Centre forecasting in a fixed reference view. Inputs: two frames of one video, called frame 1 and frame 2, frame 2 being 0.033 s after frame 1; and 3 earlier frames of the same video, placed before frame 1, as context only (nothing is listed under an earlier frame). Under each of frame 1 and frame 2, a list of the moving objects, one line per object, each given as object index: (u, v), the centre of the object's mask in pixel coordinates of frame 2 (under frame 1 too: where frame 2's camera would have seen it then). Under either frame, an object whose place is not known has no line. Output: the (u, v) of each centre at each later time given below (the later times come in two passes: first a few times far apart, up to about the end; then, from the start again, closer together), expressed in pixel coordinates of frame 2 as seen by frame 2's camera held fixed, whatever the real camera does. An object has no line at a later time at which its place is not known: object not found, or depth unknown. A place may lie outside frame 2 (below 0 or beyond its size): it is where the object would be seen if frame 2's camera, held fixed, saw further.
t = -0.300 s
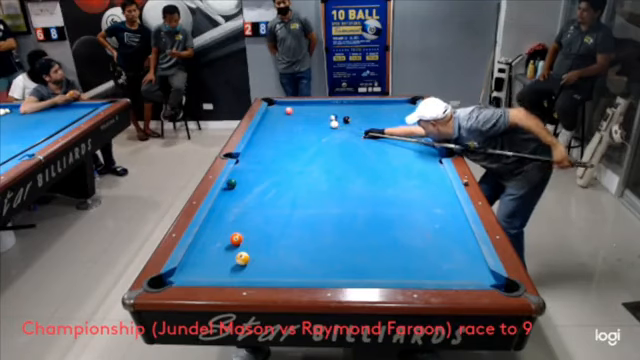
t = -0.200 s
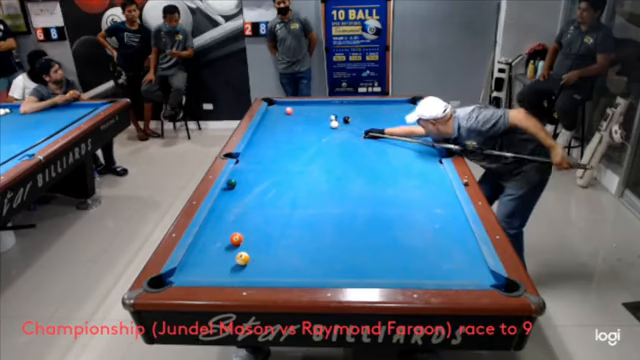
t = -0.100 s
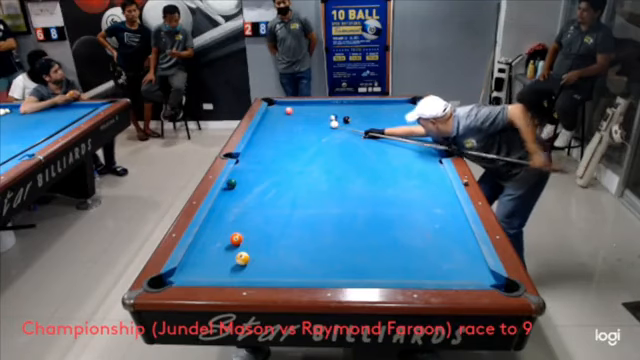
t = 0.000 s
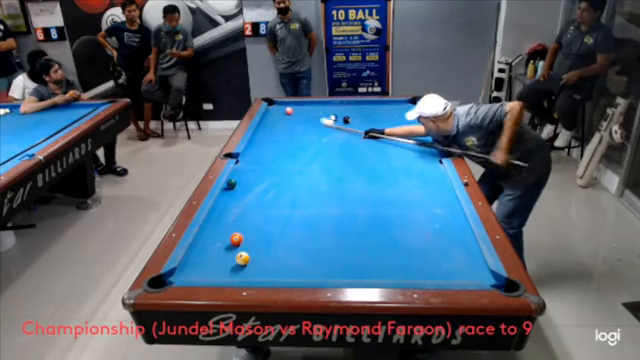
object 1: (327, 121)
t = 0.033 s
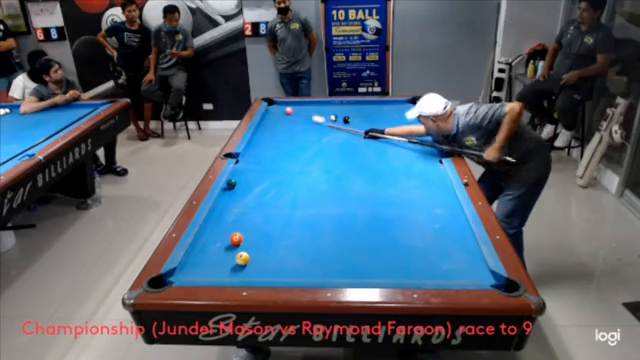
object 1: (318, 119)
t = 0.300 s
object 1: (287, 113)
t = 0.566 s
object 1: (281, 117)
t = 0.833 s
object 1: (275, 120)
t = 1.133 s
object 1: (269, 123)
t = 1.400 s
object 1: (264, 126)
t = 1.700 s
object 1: (259, 129)
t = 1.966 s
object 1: (257, 132)
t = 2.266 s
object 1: (258, 134)
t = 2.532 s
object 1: (259, 136)
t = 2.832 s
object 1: (260, 138)
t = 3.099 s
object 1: (260, 140)
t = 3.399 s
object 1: (261, 141)
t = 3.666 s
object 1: (262, 141)
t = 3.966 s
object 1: (263, 142)
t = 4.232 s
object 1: (263, 142)
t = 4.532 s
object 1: (263, 142)
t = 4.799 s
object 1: (264, 142)
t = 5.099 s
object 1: (264, 142)
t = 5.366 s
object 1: (264, 142)
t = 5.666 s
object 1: (264, 142)
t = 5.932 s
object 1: (264, 142)
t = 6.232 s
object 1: (264, 142)
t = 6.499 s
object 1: (264, 142)
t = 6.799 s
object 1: (264, 142)
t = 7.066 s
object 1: (264, 142)
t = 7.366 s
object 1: (264, 142)
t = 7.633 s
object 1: (264, 142)
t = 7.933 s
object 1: (264, 142)
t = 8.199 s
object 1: (264, 142)
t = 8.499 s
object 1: (264, 142)
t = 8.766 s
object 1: (264, 142)
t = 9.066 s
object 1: (264, 142)
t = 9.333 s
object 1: (264, 142)
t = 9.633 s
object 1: (264, 142)
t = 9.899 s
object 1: (264, 142)
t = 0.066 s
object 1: (310, 116)
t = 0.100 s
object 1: (302, 114)
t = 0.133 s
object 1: (296, 113)
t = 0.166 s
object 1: (291, 112)
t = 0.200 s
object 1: (290, 112)
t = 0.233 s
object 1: (289, 112)
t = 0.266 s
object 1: (288, 113)
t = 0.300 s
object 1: (287, 113)
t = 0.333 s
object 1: (286, 114)
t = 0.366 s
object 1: (285, 114)
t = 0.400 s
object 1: (285, 115)
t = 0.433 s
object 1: (284, 115)
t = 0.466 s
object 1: (283, 116)
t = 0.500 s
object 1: (283, 116)
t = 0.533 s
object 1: (282, 116)
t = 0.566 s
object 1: (281, 117)
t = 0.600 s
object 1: (281, 117)
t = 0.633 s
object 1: (279, 118)
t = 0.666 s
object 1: (279, 118)
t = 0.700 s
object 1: (278, 118)
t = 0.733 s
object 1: (278, 119)
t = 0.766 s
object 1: (277, 119)
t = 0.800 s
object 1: (276, 119)
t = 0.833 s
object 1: (275, 120)
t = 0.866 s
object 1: (275, 120)
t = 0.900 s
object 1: (274, 121)
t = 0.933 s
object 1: (274, 121)
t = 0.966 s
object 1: (273, 121)
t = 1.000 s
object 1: (272, 122)
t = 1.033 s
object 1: (271, 122)
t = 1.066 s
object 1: (271, 122)
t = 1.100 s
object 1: (270, 123)
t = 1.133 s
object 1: (269, 123)
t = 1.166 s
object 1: (269, 124)
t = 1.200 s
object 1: (268, 124)
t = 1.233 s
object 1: (267, 124)
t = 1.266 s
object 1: (267, 125)
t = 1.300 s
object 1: (266, 125)
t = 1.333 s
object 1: (266, 126)
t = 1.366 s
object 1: (265, 126)
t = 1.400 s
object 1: (264, 126)
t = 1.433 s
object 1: (264, 127)
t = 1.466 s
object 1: (263, 127)
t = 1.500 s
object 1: (262, 127)
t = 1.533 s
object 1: (262, 128)
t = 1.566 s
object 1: (261, 128)
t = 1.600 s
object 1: (261, 129)
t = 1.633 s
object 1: (260, 129)
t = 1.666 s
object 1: (260, 129)
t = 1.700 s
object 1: (259, 129)
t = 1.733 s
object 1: (258, 130)
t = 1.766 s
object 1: (258, 130)
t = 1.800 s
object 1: (258, 130)
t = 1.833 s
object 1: (257, 131)
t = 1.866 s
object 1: (257, 131)
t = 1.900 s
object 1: (257, 131)
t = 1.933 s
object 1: (257, 132)
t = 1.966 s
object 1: (257, 132)
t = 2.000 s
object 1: (257, 132)
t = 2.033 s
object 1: (257, 132)
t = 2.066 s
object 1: (257, 132)
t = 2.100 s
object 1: (257, 133)
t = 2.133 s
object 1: (257, 133)
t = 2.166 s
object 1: (258, 133)
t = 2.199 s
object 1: (258, 134)
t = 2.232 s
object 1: (258, 134)
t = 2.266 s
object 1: (258, 134)
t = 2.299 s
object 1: (258, 134)
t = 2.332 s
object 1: (258, 135)
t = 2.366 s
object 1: (258, 135)
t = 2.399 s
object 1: (258, 135)
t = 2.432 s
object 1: (259, 135)
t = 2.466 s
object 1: (259, 135)
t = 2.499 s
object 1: (259, 136)
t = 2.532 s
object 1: (259, 136)
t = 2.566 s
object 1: (259, 137)
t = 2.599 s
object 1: (259, 137)
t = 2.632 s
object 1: (259, 137)
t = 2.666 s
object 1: (259, 137)
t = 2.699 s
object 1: (259, 137)
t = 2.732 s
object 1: (259, 137)
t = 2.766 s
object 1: (259, 138)
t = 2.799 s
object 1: (260, 138)
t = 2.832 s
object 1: (260, 138)
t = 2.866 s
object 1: (260, 138)
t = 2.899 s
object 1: (260, 139)
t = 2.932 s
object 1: (260, 139)
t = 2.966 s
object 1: (260, 139)
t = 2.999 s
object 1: (260, 139)
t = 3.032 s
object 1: (260, 139)
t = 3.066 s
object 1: (260, 139)
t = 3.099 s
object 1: (260, 140)
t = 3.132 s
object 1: (260, 140)
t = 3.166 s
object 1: (261, 140)
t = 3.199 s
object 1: (261, 140)
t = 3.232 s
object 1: (261, 140)
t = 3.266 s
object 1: (261, 140)
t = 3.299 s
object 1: (261, 140)
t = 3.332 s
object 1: (261, 141)
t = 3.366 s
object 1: (261, 140)
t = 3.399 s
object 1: (261, 141)
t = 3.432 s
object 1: (261, 141)
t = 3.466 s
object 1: (261, 141)
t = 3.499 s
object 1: (262, 141)
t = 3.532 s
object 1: (262, 141)
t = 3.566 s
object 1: (262, 141)
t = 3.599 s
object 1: (262, 141)
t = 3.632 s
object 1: (262, 141)
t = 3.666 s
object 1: (262, 141)
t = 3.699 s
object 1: (262, 141)
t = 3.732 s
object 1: (262, 142)
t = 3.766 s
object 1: (262, 142)
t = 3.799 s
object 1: (262, 142)
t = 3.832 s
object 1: (263, 142)
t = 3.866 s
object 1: (263, 142)
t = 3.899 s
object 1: (263, 142)
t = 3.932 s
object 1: (263, 142)
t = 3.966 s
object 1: (263, 142)
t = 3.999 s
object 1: (263, 142)
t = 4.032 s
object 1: (263, 142)
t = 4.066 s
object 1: (263, 142)
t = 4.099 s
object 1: (263, 142)
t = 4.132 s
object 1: (263, 142)
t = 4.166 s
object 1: (263, 142)
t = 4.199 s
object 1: (263, 142)
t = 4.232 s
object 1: (263, 142)
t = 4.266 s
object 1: (263, 142)
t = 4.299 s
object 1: (263, 142)
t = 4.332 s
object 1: (263, 142)
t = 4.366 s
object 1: (264, 142)
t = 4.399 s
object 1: (263, 142)
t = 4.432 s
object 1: (264, 142)
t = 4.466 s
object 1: (263, 142)
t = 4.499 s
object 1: (263, 142)
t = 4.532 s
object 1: (263, 142)
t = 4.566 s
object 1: (264, 142)
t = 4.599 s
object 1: (264, 142)
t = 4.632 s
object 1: (264, 142)
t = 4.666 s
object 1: (264, 142)
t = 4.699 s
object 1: (264, 142)
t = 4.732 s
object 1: (264, 142)
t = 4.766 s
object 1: (264, 142)
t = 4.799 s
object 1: (264, 142)
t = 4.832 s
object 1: (264, 142)
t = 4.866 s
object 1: (264, 142)
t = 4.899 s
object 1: (264, 142)
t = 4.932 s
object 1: (264, 142)
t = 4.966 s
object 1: (264, 142)
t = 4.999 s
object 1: (264, 142)
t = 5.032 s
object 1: (264, 142)
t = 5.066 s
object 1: (264, 142)
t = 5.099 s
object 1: (264, 142)
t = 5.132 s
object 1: (264, 142)
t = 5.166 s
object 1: (264, 142)
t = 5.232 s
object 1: (264, 142)
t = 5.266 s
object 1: (264, 142)
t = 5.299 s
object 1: (264, 142)
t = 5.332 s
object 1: (264, 142)
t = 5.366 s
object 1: (264, 142)
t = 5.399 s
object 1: (264, 142)
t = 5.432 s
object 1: (264, 142)
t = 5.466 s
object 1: (264, 142)
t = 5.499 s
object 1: (264, 142)
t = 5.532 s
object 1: (264, 142)
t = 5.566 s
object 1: (264, 142)
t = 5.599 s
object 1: (264, 142)
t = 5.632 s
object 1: (264, 142)
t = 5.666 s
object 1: (264, 142)
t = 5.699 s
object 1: (264, 142)
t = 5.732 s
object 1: (264, 142)
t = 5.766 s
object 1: (264, 142)
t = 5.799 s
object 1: (264, 142)
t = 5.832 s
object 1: (264, 142)
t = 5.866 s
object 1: (264, 142)
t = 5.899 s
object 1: (264, 142)
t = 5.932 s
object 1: (264, 142)
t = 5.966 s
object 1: (264, 142)
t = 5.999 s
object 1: (264, 142)
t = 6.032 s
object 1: (264, 142)
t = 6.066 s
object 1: (264, 142)
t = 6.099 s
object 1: (264, 142)
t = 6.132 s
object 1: (264, 142)
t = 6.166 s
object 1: (264, 142)
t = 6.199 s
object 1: (264, 142)
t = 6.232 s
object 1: (264, 142)
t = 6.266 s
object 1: (264, 142)
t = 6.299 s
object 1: (264, 142)
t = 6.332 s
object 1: (264, 142)
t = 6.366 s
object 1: (264, 142)
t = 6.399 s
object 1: (264, 142)
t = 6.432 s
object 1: (264, 142)
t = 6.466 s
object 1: (264, 142)
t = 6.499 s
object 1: (264, 142)
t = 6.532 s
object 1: (264, 142)
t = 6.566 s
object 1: (264, 142)
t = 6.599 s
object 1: (264, 142)
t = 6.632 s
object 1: (264, 142)
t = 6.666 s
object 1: (264, 142)
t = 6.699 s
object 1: (264, 142)
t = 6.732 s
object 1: (264, 142)
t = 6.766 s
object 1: (264, 142)
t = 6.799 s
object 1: (264, 142)
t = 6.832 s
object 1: (264, 142)
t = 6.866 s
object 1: (264, 142)
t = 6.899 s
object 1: (264, 142)
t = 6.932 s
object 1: (264, 142)
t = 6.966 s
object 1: (264, 142)
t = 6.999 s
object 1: (264, 142)
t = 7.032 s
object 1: (264, 142)
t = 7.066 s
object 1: (264, 142)
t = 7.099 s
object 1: (264, 142)
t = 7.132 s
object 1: (264, 142)
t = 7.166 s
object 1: (264, 142)
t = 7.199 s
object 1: (264, 142)
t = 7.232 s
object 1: (264, 142)
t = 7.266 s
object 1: (264, 142)
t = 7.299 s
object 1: (264, 142)
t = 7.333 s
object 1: (264, 142)
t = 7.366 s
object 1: (264, 142)
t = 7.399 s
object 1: (264, 142)
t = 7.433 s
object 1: (264, 142)
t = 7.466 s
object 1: (264, 142)
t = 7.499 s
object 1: (264, 142)
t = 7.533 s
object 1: (264, 142)
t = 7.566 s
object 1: (264, 142)
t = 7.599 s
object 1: (264, 142)
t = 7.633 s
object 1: (264, 142)
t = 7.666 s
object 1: (264, 142)
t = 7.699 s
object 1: (264, 142)
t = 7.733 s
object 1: (264, 142)
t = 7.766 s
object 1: (264, 142)
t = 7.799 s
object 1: (264, 142)
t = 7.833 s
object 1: (264, 142)
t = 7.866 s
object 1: (264, 142)
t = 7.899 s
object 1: (264, 142)
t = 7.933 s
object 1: (264, 142)
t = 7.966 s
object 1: (264, 142)
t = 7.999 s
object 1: (264, 142)
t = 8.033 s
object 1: (264, 142)
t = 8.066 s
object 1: (264, 142)
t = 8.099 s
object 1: (264, 142)
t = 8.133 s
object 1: (264, 142)
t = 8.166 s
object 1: (264, 142)
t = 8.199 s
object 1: (264, 142)
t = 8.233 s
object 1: (264, 142)
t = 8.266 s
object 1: (264, 142)
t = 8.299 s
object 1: (264, 142)
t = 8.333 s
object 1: (264, 142)
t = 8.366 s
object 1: (264, 142)
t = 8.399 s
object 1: (264, 142)
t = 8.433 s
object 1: (264, 142)
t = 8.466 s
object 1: (264, 142)
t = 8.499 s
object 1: (264, 142)
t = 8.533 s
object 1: (264, 142)
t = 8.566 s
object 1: (264, 142)
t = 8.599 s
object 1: (264, 142)
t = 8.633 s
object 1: (264, 142)
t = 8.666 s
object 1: (264, 142)
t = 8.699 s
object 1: (264, 142)
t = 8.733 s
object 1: (264, 142)
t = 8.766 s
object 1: (264, 142)
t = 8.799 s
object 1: (264, 142)
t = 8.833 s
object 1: (264, 142)
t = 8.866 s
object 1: (264, 142)
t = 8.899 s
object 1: (264, 142)
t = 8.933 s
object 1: (264, 142)
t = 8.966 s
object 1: (264, 142)
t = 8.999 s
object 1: (264, 142)
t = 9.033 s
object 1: (264, 142)
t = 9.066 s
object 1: (264, 142)
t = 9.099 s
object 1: (264, 142)
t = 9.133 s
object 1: (264, 142)
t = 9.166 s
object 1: (264, 142)
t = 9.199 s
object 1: (264, 142)
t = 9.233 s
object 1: (264, 142)
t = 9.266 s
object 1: (264, 142)
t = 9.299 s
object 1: (264, 142)
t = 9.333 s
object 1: (264, 142)
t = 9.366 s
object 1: (264, 142)
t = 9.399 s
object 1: (264, 142)
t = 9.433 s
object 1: (264, 142)
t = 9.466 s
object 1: (264, 142)
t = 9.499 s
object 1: (264, 142)
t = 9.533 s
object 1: (264, 142)
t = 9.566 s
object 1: (264, 142)
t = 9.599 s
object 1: (264, 142)
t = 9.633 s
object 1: (264, 142)
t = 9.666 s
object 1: (264, 142)
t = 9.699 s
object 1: (264, 142)
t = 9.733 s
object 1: (264, 142)
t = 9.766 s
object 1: (264, 142)
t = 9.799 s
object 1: (264, 142)
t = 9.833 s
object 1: (264, 142)
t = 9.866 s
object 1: (264, 142)
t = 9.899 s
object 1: (264, 142)
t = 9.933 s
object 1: (264, 142)
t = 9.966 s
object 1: (264, 142)
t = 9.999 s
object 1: (264, 142)
